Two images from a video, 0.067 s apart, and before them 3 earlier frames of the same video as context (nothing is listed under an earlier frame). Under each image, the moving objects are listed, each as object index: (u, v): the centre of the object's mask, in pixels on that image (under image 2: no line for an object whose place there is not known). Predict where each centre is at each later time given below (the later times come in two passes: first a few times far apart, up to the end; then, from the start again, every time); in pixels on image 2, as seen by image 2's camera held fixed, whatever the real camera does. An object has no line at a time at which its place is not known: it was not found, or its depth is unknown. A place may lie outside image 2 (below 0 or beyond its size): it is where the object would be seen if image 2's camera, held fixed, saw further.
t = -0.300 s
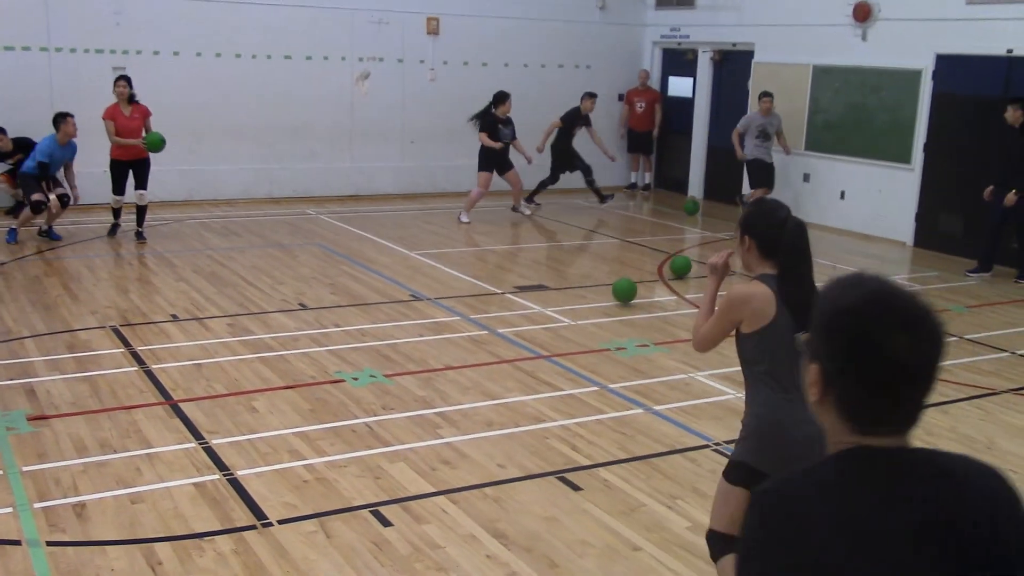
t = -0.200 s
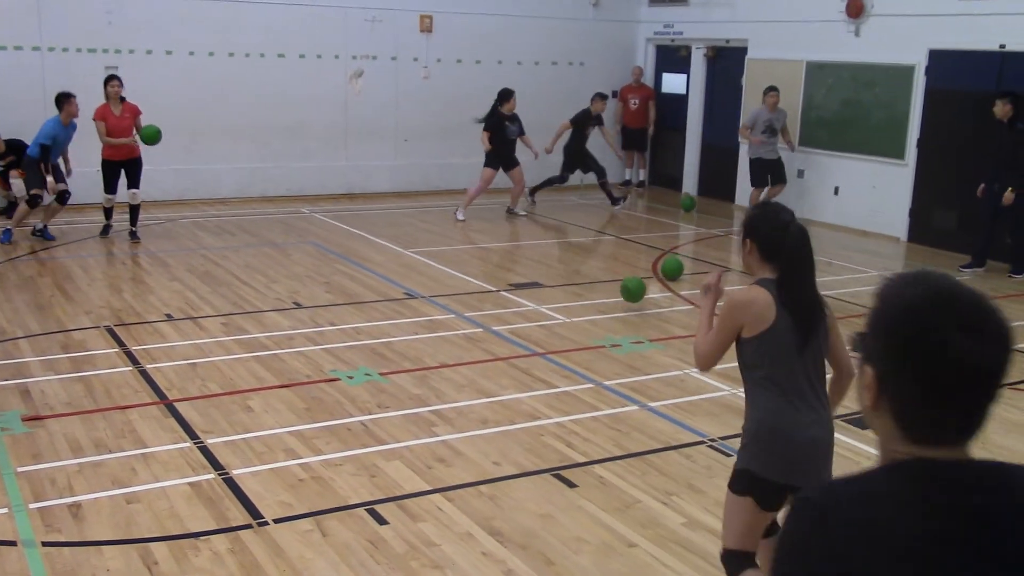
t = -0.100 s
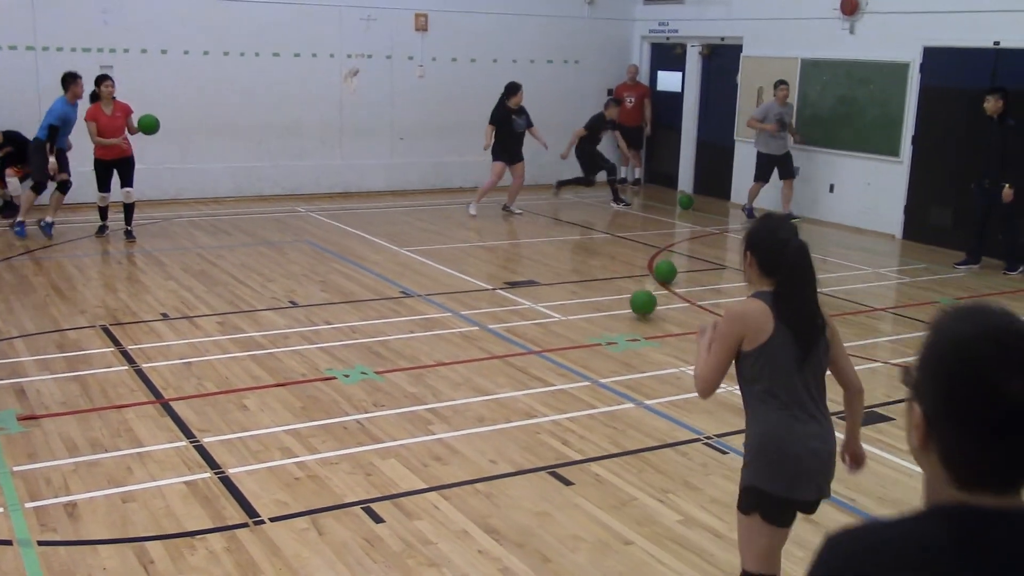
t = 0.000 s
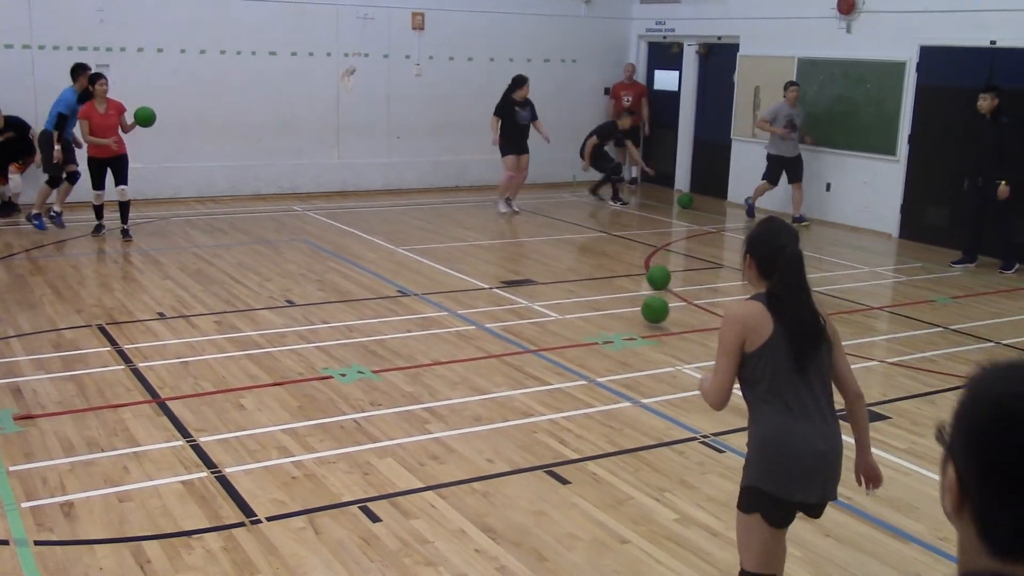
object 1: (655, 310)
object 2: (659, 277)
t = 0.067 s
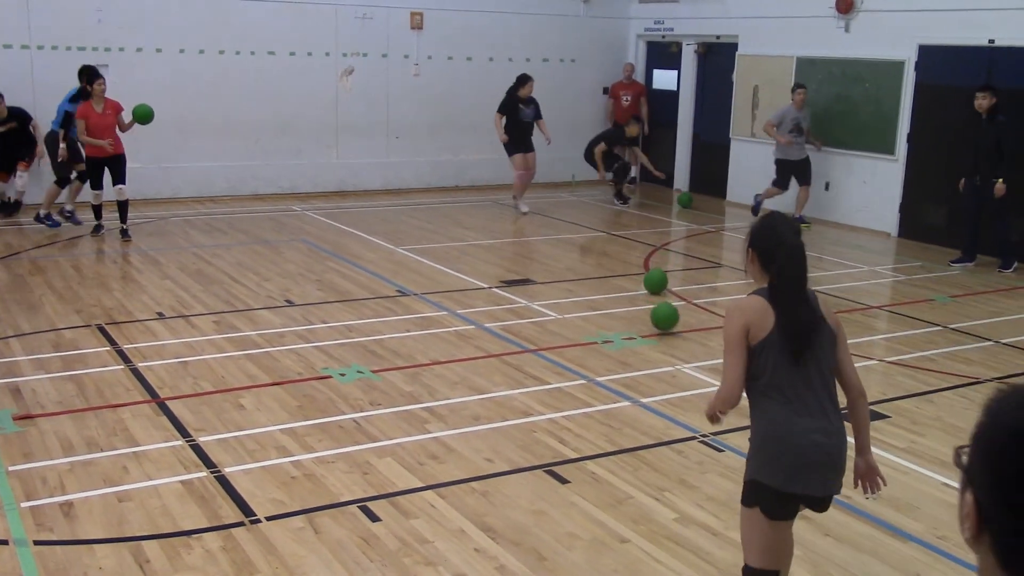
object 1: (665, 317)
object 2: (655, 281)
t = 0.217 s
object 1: (689, 332)
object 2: (650, 291)
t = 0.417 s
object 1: (726, 358)
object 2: (642, 307)
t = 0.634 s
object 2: (633, 325)
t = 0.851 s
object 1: (827, 418)
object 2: (622, 345)
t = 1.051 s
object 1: (874, 449)
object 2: (611, 366)
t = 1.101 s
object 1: (888, 458)
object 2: (607, 371)
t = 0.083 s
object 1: (667, 320)
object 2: (655, 282)
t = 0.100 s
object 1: (670, 323)
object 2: (654, 284)
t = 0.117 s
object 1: (673, 326)
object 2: (654, 285)
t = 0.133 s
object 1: (676, 326)
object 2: (653, 286)
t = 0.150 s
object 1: (678, 327)
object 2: (652, 287)
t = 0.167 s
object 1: (681, 327)
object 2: (652, 289)
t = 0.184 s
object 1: (684, 329)
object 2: (651, 290)
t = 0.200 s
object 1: (687, 330)
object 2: (651, 291)
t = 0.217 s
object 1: (689, 332)
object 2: (650, 291)
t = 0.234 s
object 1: (692, 335)
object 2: (650, 293)
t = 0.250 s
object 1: (695, 338)
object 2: (649, 294)
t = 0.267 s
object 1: (698, 341)
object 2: (648, 296)
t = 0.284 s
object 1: (701, 343)
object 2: (648, 297)
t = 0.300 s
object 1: (704, 344)
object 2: (647, 298)
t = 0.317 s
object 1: (707, 345)
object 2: (646, 300)
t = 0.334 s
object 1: (710, 347)
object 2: (646, 301)
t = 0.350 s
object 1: (713, 349)
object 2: (645, 302)
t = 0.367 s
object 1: (716, 351)
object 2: (644, 303)
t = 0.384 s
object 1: (719, 354)
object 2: (644, 305)
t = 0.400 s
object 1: (723, 356)
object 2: (643, 306)
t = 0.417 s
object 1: (726, 358)
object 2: (642, 307)
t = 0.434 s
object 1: (729, 359)
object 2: (642, 308)
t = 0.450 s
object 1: (731, 361)
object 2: (641, 309)
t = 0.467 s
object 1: (733, 364)
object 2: (640, 311)
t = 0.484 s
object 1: (734, 366)
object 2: (640, 312)
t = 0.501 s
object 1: (735, 366)
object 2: (639, 313)
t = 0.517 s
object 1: (736, 368)
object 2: (638, 315)
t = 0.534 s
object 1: (737, 369)
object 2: (638, 317)
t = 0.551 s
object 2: (637, 318)
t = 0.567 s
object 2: (636, 320)
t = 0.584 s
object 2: (635, 321)
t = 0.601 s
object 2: (635, 323)
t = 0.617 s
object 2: (634, 324)
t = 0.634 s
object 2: (633, 325)
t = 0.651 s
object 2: (632, 327)
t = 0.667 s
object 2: (631, 329)
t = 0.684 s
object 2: (630, 330)
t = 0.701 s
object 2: (630, 331)
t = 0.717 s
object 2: (629, 332)
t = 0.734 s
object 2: (628, 334)
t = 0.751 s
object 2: (627, 335)
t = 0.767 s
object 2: (626, 338)
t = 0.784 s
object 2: (626, 339)
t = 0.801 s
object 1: (828, 408)
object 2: (625, 340)
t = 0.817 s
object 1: (825, 413)
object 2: (624, 342)
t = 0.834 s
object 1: (826, 415)
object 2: (623, 344)
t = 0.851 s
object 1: (827, 418)
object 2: (622, 345)
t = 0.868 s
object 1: (828, 420)
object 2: (621, 347)
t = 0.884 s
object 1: (830, 421)
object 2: (620, 348)
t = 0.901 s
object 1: (834, 424)
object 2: (619, 350)
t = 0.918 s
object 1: (837, 427)
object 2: (618, 352)
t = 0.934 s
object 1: (842, 430)
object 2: (618, 353)
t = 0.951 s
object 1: (847, 432)
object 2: (617, 355)
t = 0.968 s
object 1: (851, 434)
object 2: (616, 356)
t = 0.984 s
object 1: (855, 437)
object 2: (615, 358)
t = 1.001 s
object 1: (860, 440)
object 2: (614, 360)
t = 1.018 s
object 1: (865, 443)
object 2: (613, 363)
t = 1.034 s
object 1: (870, 446)
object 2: (612, 364)
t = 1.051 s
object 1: (874, 449)
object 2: (611, 366)
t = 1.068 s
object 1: (879, 452)
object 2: (610, 367)
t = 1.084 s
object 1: (884, 455)
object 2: (609, 370)
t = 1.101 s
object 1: (888, 458)
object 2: (607, 371)
